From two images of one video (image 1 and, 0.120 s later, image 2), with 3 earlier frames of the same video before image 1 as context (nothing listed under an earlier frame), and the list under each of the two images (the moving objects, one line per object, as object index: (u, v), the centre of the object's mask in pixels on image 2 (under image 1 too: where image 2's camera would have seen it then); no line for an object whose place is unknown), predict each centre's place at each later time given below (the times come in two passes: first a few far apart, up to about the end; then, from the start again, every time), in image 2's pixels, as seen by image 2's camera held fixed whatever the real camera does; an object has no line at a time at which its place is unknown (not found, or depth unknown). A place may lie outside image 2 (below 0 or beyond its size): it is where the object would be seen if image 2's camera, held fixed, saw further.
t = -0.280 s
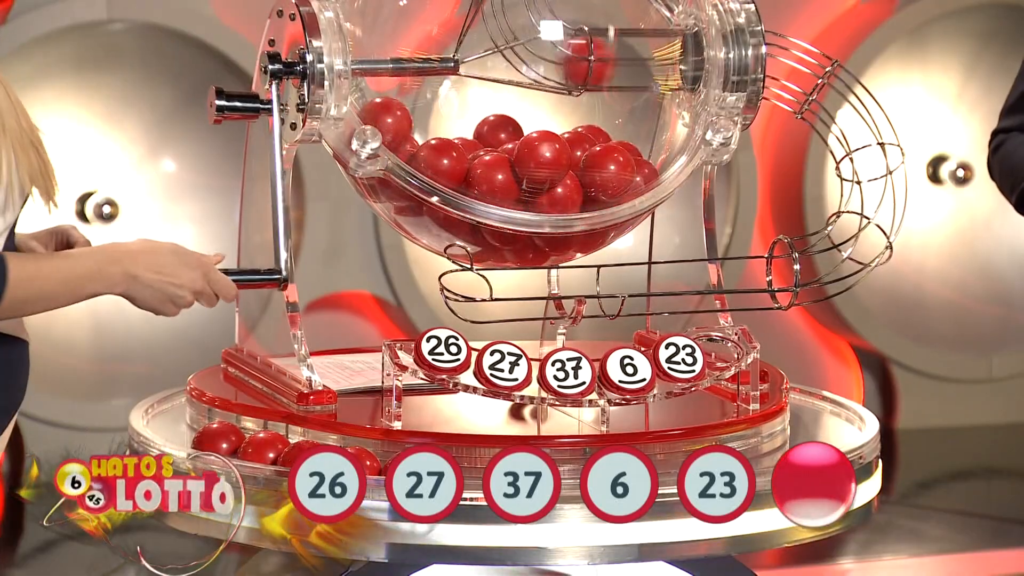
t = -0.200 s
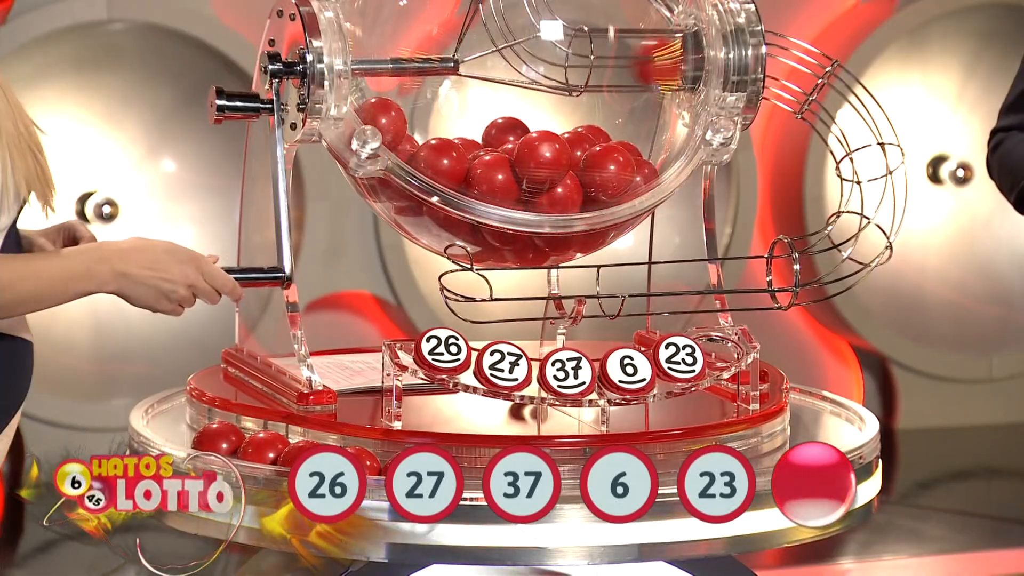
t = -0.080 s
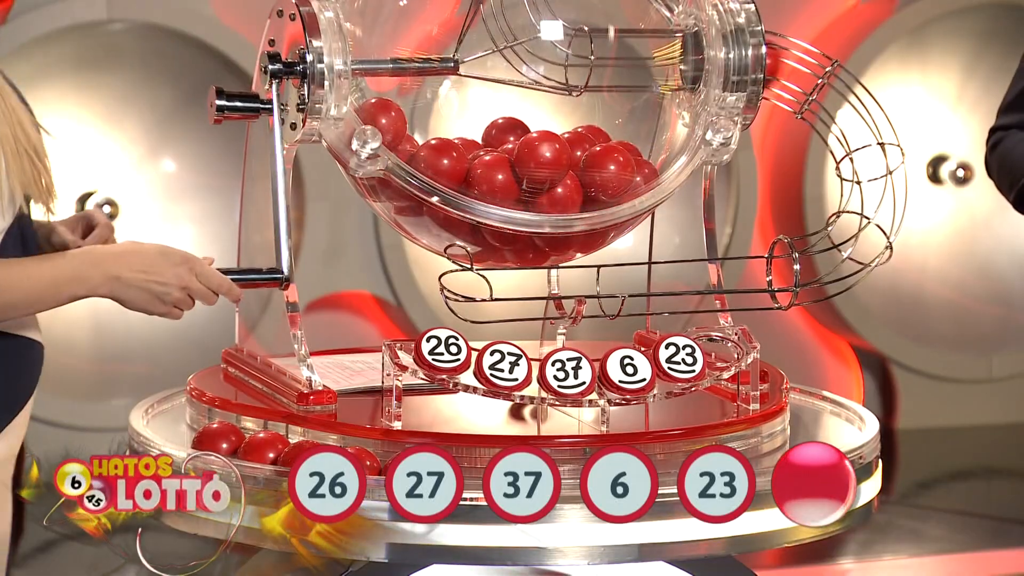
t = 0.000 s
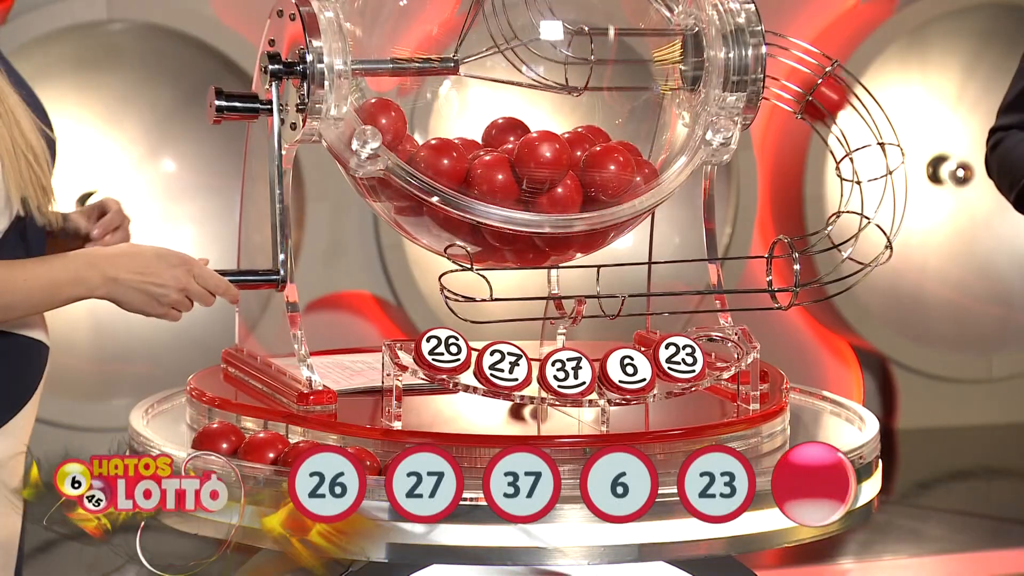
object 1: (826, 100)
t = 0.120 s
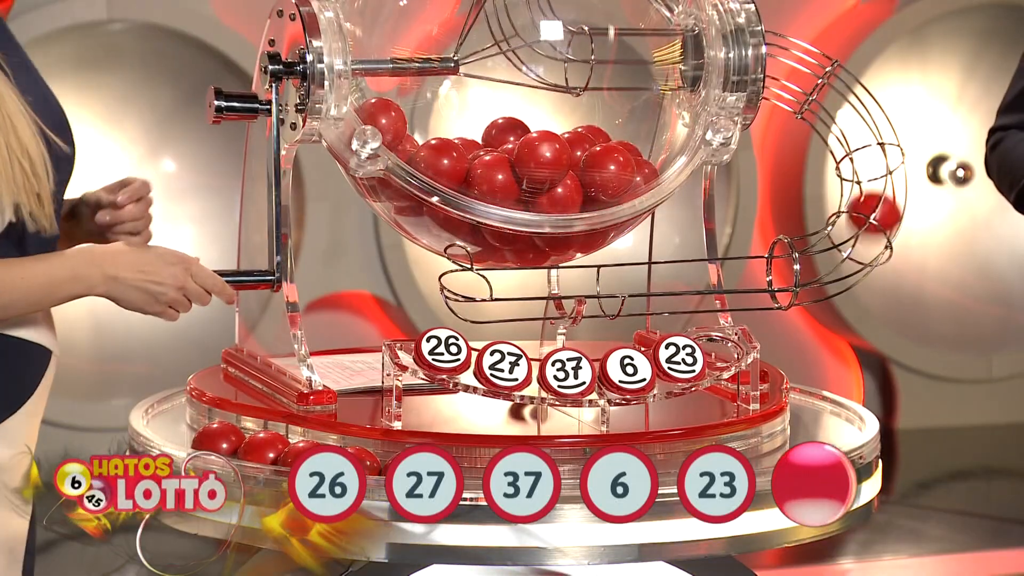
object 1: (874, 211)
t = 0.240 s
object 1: (767, 276)
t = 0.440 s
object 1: (569, 284)
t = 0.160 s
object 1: (851, 249)
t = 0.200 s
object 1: (816, 272)
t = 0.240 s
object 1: (767, 276)
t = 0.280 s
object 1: (723, 279)
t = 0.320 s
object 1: (681, 282)
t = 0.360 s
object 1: (644, 284)
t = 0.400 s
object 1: (606, 285)
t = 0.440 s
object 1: (569, 284)
